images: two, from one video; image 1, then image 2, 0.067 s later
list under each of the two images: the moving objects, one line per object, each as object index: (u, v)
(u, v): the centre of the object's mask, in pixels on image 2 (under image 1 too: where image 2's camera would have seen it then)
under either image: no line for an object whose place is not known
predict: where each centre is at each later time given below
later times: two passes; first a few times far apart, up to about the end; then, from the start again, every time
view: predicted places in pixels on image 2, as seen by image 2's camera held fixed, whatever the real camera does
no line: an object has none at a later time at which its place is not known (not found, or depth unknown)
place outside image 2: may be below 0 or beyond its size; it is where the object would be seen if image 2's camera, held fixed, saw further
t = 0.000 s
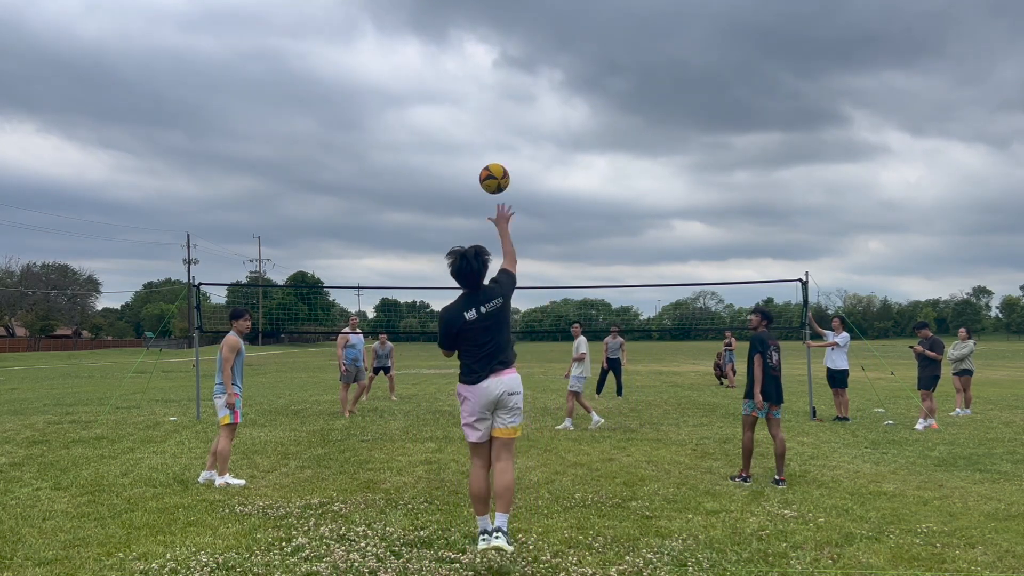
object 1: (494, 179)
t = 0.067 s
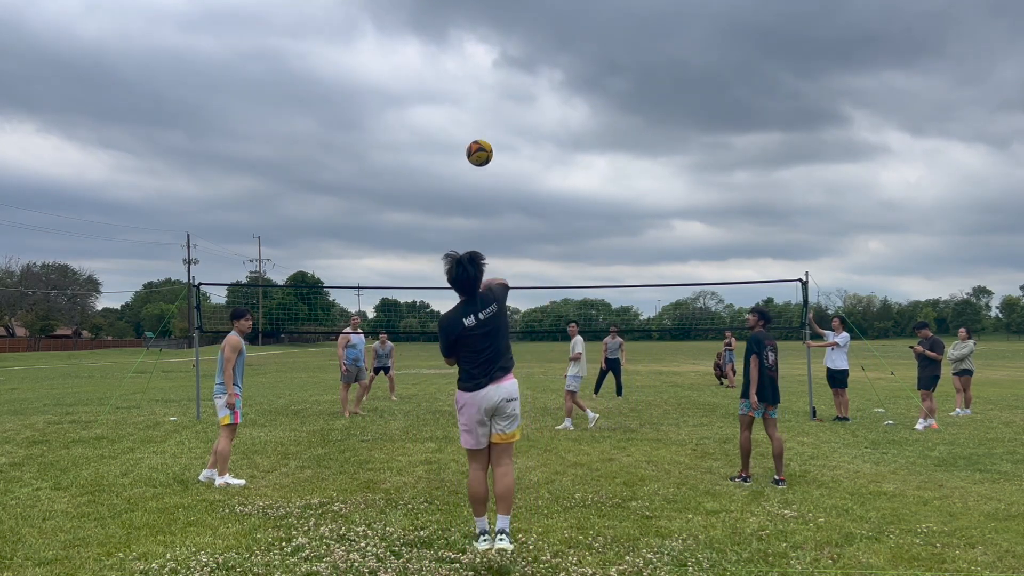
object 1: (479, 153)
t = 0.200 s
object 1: (460, 128)
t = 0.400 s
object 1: (443, 132)
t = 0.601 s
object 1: (430, 160)
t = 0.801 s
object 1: (420, 198)
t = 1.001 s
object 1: (410, 244)
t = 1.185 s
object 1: (400, 292)
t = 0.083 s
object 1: (476, 148)
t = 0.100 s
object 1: (473, 144)
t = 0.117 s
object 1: (471, 140)
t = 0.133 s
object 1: (468, 137)
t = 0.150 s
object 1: (466, 134)
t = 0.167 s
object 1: (464, 132)
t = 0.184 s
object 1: (462, 130)
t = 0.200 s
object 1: (460, 128)
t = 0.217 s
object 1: (458, 126)
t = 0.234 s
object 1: (456, 126)
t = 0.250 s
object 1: (455, 125)
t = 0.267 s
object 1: (453, 124)
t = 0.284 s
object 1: (452, 124)
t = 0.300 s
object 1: (450, 125)
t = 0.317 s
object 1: (449, 125)
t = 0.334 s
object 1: (448, 126)
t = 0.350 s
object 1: (446, 127)
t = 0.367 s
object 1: (445, 129)
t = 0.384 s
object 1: (444, 130)
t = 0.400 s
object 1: (443, 132)
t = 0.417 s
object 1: (441, 133)
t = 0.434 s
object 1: (440, 136)
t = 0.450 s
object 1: (439, 138)
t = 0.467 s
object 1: (438, 140)
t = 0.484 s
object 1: (437, 142)
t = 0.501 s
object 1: (436, 145)
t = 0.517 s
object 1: (435, 147)
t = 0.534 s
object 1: (434, 150)
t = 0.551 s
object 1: (433, 152)
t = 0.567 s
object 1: (432, 155)
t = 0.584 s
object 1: (431, 157)
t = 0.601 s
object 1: (430, 160)
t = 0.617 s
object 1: (429, 163)
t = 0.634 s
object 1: (428, 166)
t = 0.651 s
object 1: (427, 169)
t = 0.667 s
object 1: (426, 172)
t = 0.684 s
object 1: (425, 175)
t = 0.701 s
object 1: (424, 178)
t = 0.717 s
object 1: (424, 181)
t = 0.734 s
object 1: (423, 184)
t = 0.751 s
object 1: (422, 188)
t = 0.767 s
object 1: (421, 191)
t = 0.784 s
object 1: (420, 195)
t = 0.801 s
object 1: (420, 198)
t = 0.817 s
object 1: (419, 202)
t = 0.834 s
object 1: (418, 205)
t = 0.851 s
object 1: (417, 209)
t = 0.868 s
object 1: (416, 213)
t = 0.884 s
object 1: (415, 217)
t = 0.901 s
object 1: (415, 220)
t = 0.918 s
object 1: (414, 224)
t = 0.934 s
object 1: (413, 228)
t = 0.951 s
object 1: (412, 232)
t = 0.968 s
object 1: (411, 236)
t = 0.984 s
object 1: (411, 240)
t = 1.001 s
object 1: (410, 244)
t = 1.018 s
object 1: (409, 248)
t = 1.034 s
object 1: (408, 252)
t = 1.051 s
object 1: (407, 257)
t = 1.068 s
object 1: (406, 261)
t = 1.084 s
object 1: (405, 265)
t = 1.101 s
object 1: (404, 270)
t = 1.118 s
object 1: (403, 274)
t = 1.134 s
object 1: (402, 278)
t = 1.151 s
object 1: (402, 282)
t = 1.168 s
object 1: (401, 287)
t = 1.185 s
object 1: (400, 292)
